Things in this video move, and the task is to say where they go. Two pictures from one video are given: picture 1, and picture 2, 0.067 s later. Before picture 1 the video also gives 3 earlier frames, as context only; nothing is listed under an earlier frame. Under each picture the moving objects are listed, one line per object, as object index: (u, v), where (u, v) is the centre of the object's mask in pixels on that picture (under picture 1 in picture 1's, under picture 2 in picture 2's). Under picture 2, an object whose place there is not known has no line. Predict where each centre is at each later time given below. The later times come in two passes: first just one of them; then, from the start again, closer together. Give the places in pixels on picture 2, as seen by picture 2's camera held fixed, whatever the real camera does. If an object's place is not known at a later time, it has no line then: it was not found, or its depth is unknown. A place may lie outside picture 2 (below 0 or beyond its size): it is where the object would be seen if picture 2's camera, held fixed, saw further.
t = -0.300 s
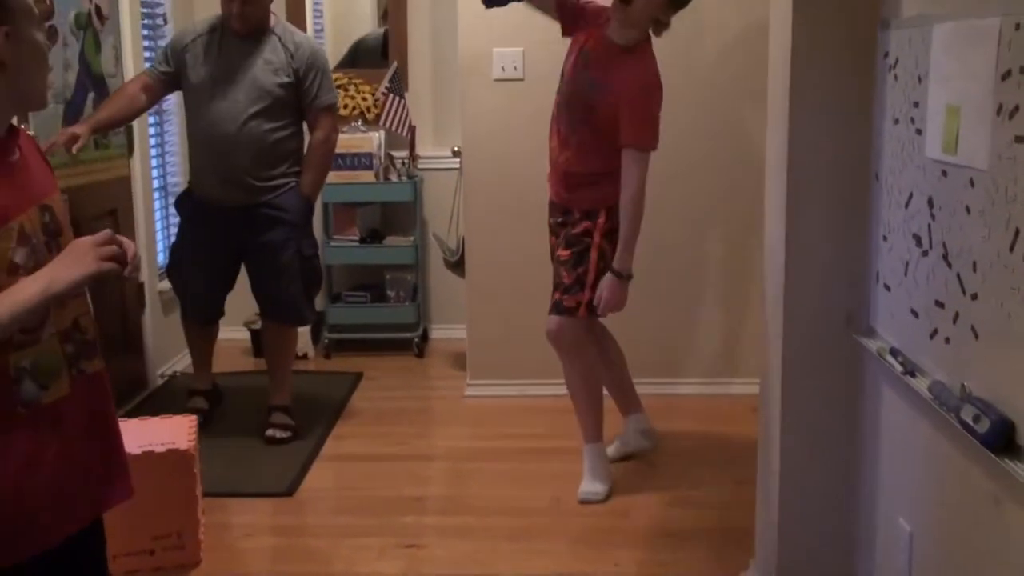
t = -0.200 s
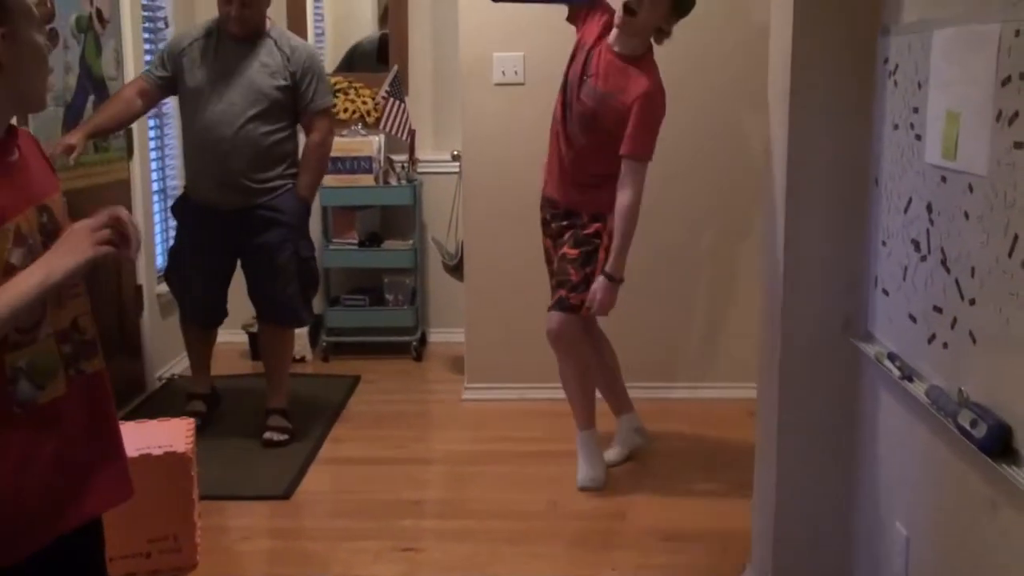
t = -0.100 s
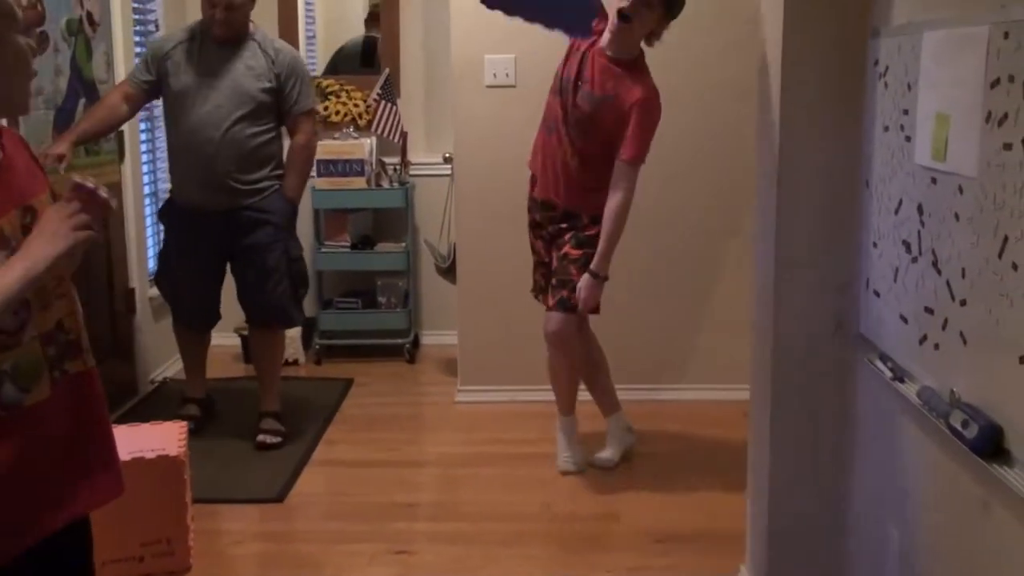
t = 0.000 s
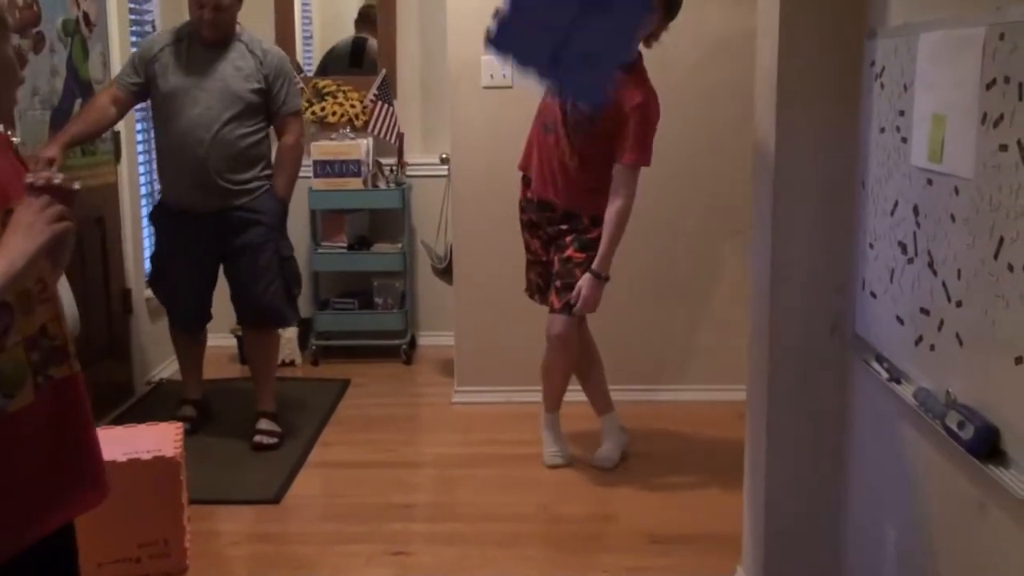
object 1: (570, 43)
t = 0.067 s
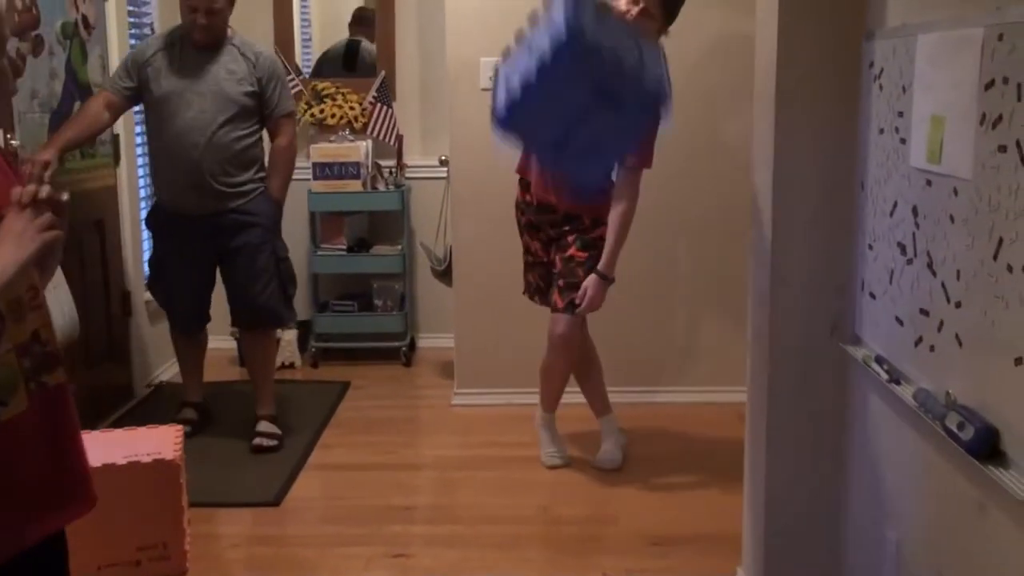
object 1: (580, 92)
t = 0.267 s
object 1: (611, 394)
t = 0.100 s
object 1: (586, 126)
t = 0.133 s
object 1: (592, 168)
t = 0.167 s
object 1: (598, 218)
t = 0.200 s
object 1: (603, 270)
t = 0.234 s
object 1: (611, 331)
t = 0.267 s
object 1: (611, 394)
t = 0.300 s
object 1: (614, 469)
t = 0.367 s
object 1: (622, 533)
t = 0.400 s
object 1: (600, 528)
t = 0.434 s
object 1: (577, 525)
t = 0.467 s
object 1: (555, 527)
